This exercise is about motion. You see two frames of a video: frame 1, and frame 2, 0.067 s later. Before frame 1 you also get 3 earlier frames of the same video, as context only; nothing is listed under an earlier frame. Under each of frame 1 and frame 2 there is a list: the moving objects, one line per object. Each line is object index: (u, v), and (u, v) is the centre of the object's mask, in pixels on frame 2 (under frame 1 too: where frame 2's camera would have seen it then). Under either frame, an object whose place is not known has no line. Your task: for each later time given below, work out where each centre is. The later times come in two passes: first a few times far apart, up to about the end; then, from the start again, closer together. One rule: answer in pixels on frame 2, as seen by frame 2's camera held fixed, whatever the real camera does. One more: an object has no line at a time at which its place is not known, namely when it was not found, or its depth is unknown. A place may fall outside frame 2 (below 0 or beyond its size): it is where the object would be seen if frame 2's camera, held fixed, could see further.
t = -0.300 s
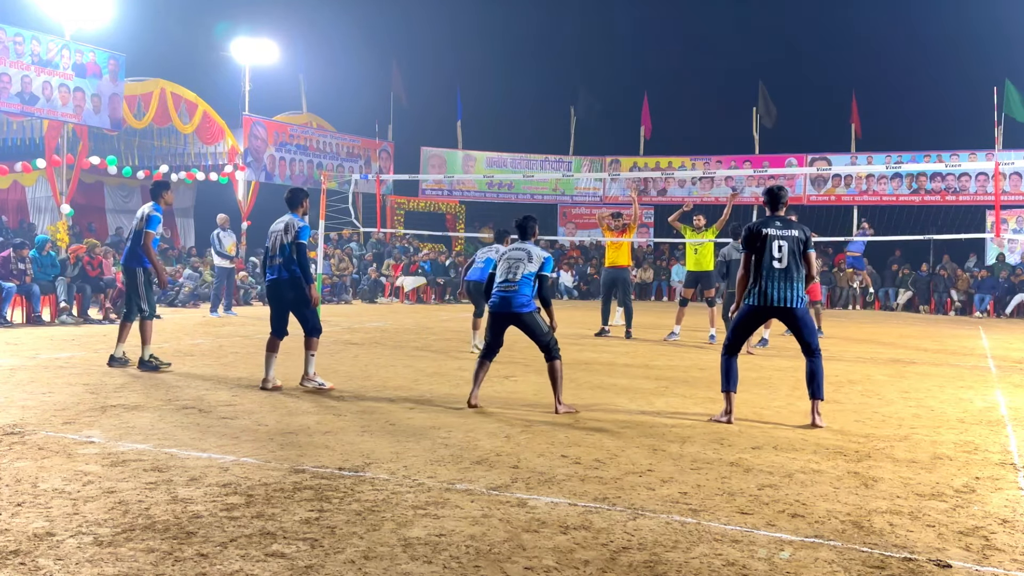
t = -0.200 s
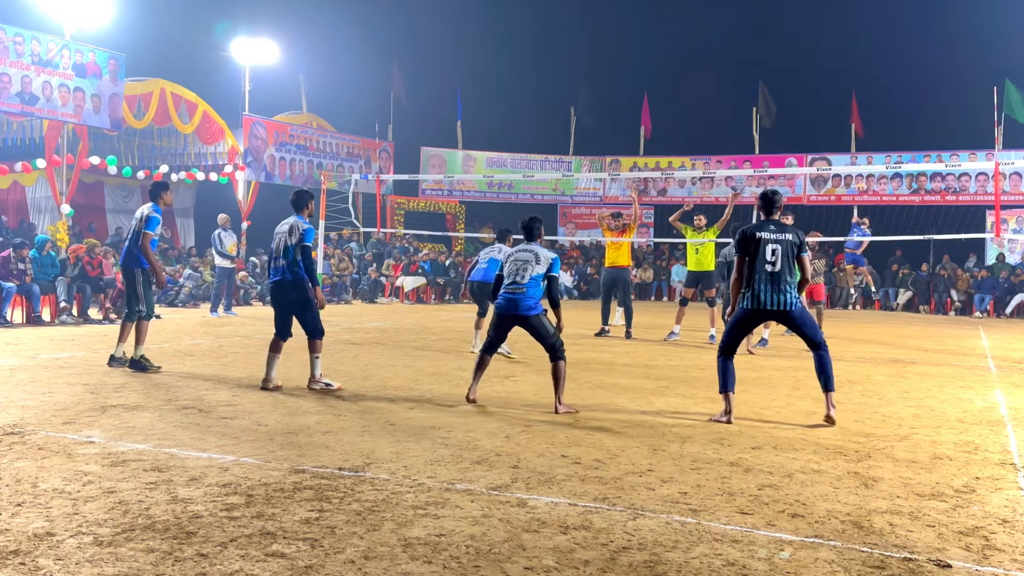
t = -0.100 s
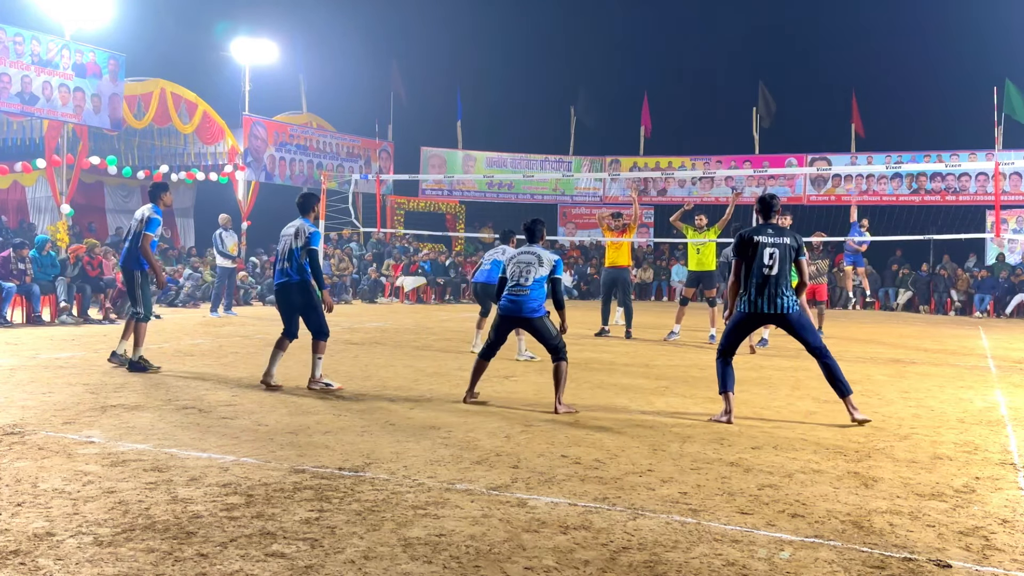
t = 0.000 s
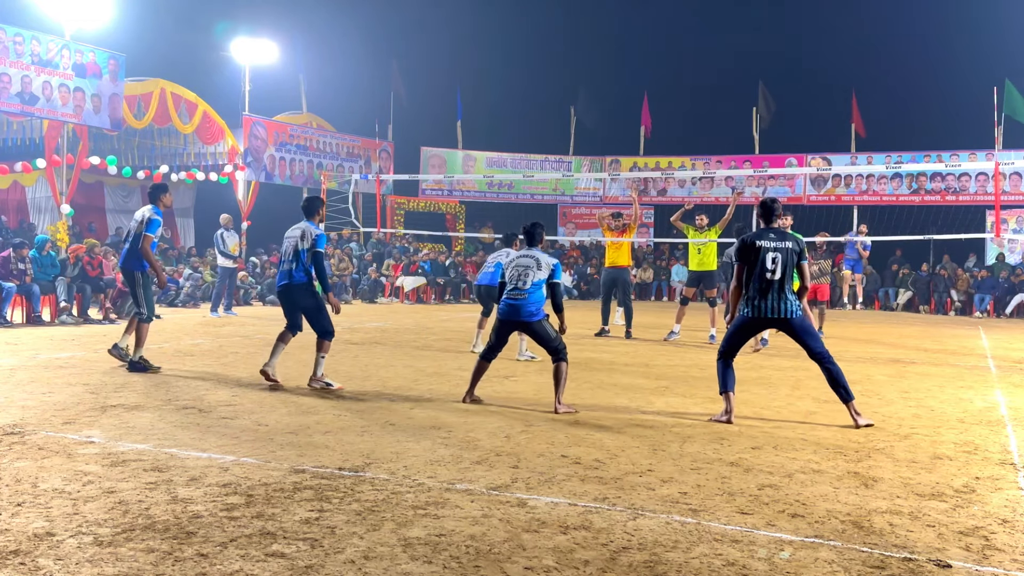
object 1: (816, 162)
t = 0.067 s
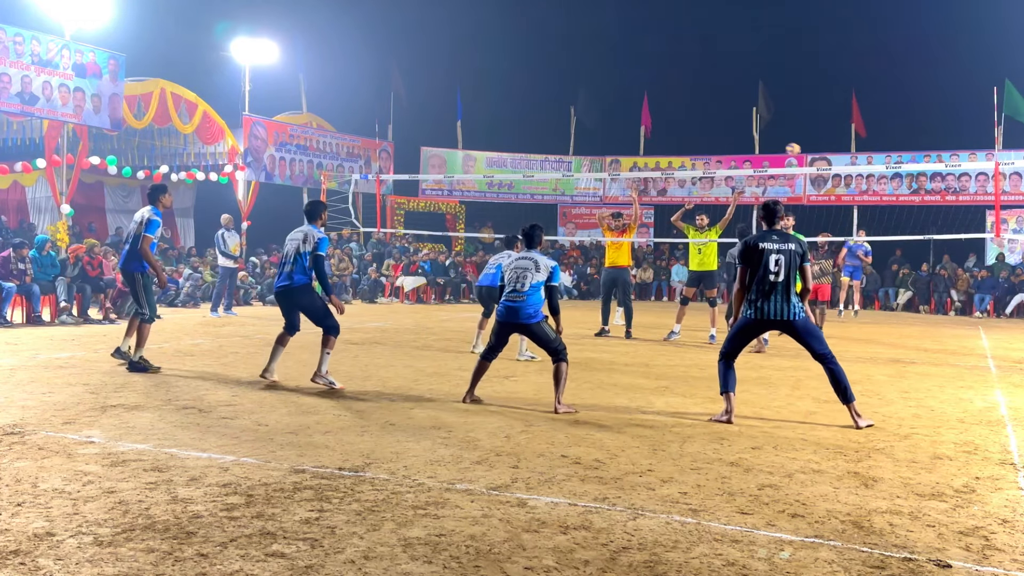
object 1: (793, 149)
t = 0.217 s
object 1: (730, 131)
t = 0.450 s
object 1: (598, 145)
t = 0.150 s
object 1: (760, 137)
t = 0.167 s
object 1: (753, 135)
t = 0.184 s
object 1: (745, 133)
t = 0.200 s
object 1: (738, 132)
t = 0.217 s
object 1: (730, 131)
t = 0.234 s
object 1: (722, 130)
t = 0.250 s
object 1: (714, 130)
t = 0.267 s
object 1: (706, 129)
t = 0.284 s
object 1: (697, 129)
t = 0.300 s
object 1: (689, 129)
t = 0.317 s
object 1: (680, 129)
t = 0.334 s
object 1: (670, 130)
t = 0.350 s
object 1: (661, 131)
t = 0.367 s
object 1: (652, 132)
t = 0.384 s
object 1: (641, 134)
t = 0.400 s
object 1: (631, 136)
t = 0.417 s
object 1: (620, 139)
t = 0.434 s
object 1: (609, 142)
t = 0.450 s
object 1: (598, 145)
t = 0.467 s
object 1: (586, 148)
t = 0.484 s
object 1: (574, 152)
